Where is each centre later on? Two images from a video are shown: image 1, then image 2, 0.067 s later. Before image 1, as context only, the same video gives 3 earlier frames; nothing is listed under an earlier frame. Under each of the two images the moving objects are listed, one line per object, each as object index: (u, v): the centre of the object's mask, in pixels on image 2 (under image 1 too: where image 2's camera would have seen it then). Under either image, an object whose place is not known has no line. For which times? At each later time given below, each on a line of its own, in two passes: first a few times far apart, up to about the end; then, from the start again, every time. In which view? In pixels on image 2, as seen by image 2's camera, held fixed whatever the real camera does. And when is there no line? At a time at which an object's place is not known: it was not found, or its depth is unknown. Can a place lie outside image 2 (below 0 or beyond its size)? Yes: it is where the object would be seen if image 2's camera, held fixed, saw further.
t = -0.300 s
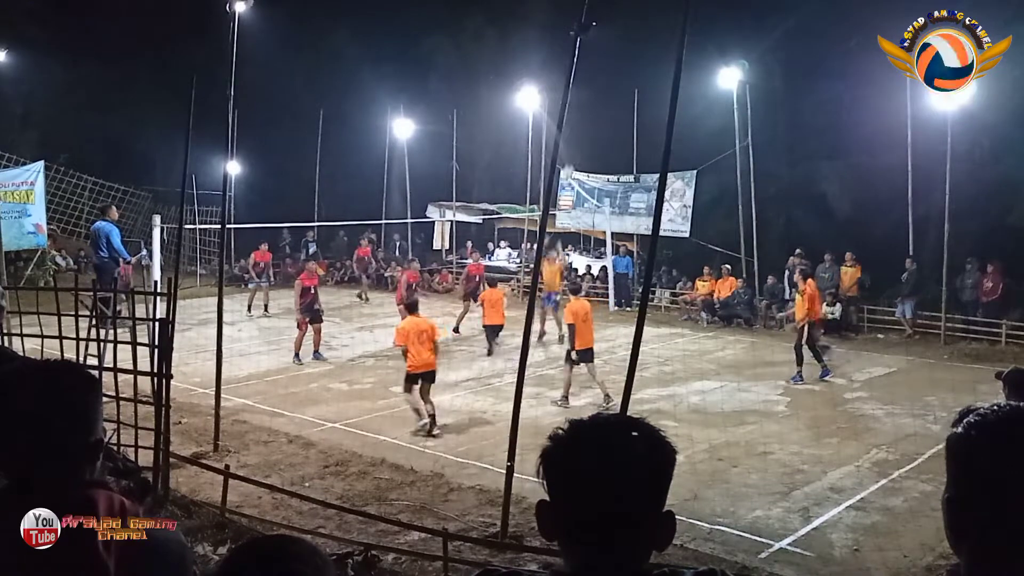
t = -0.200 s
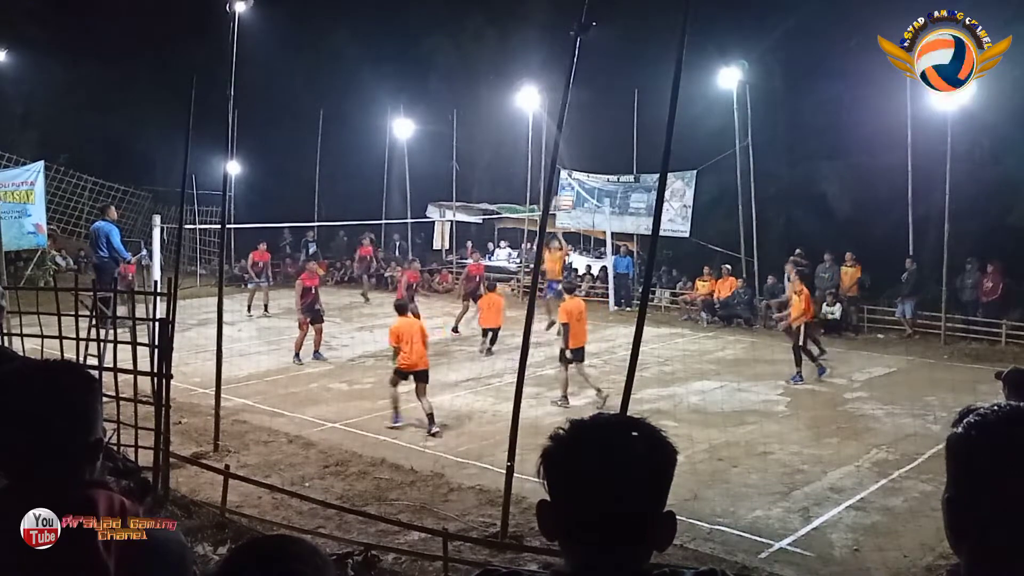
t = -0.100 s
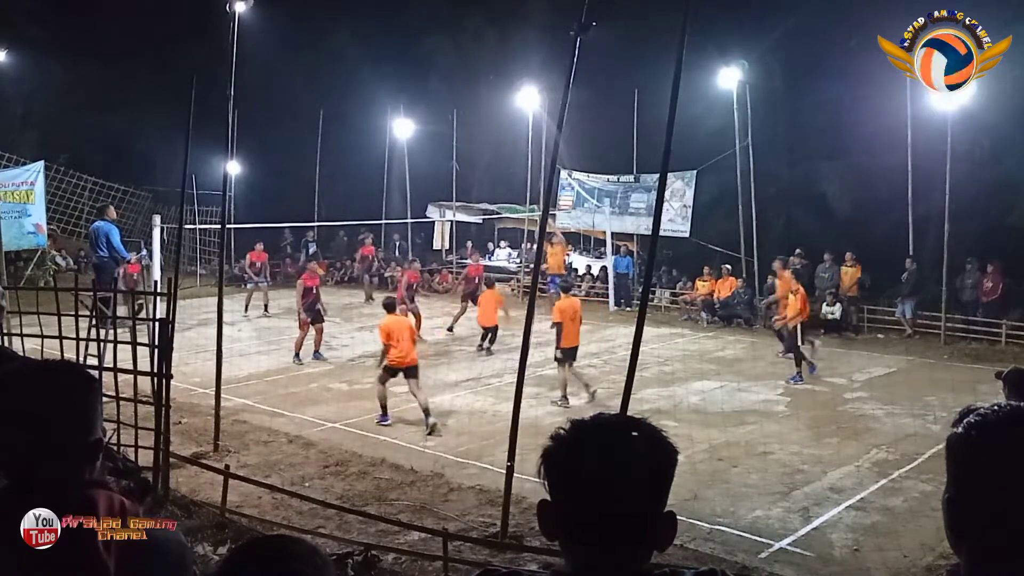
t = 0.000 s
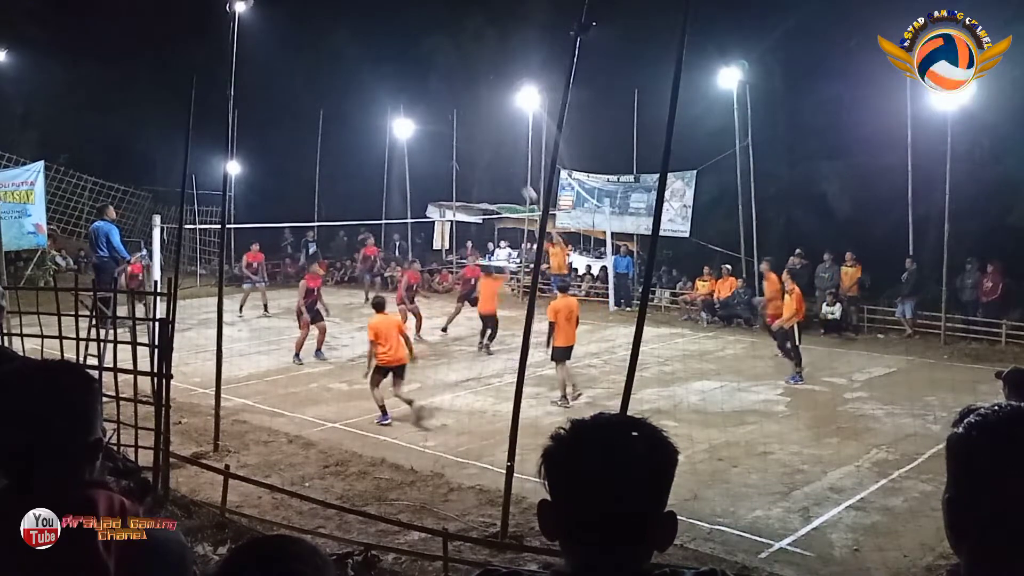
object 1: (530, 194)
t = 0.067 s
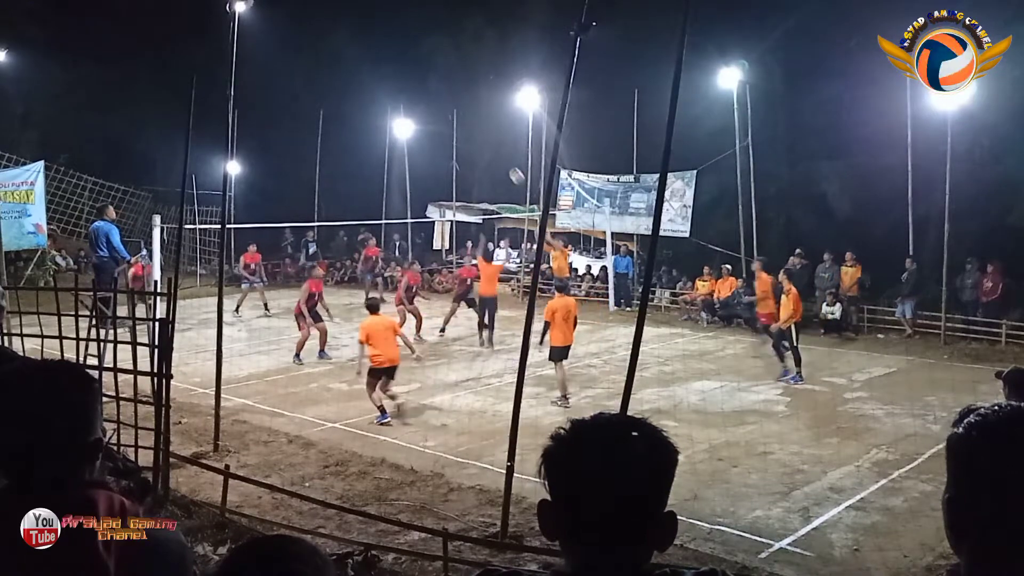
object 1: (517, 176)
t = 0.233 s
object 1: (485, 141)
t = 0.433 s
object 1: (445, 120)
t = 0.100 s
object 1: (511, 168)
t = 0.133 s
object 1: (504, 161)
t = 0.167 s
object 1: (499, 154)
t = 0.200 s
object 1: (492, 147)
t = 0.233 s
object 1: (485, 141)
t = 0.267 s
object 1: (479, 136)
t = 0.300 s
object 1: (472, 131)
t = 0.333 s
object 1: (465, 127)
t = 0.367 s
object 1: (459, 124)
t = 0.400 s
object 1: (452, 122)
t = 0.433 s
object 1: (445, 120)
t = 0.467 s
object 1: (439, 118)
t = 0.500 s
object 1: (431, 117)
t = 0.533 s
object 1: (425, 117)
